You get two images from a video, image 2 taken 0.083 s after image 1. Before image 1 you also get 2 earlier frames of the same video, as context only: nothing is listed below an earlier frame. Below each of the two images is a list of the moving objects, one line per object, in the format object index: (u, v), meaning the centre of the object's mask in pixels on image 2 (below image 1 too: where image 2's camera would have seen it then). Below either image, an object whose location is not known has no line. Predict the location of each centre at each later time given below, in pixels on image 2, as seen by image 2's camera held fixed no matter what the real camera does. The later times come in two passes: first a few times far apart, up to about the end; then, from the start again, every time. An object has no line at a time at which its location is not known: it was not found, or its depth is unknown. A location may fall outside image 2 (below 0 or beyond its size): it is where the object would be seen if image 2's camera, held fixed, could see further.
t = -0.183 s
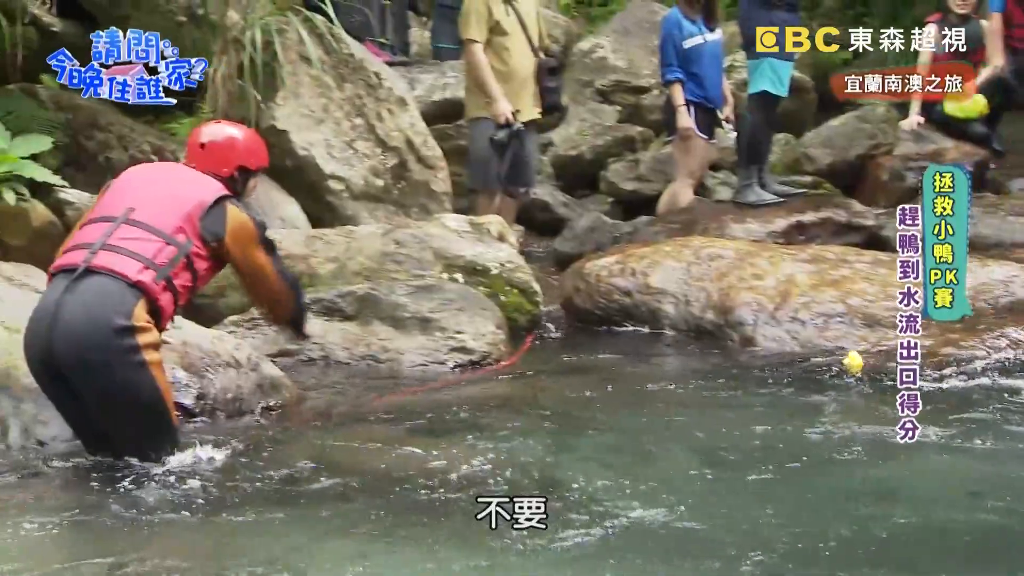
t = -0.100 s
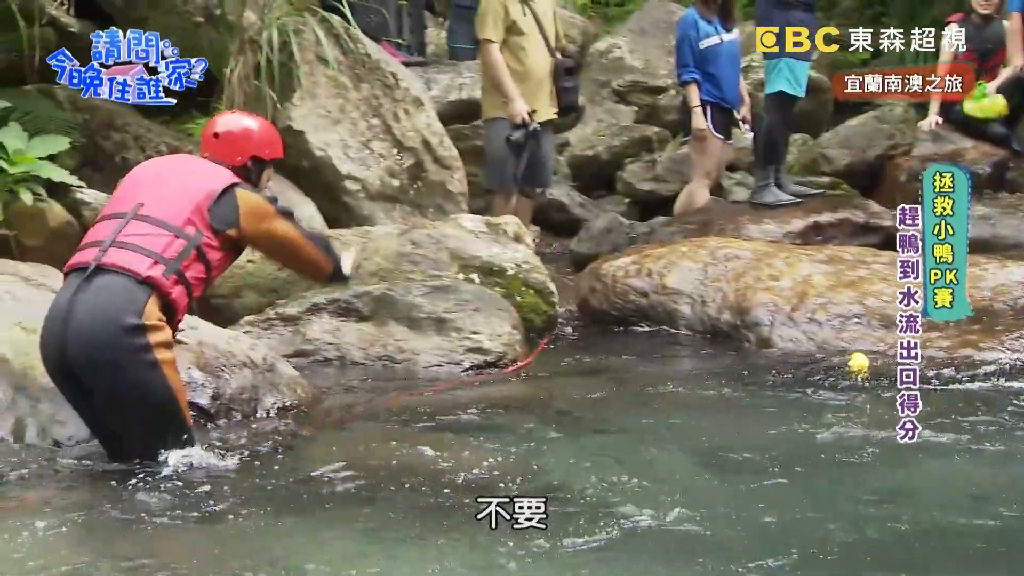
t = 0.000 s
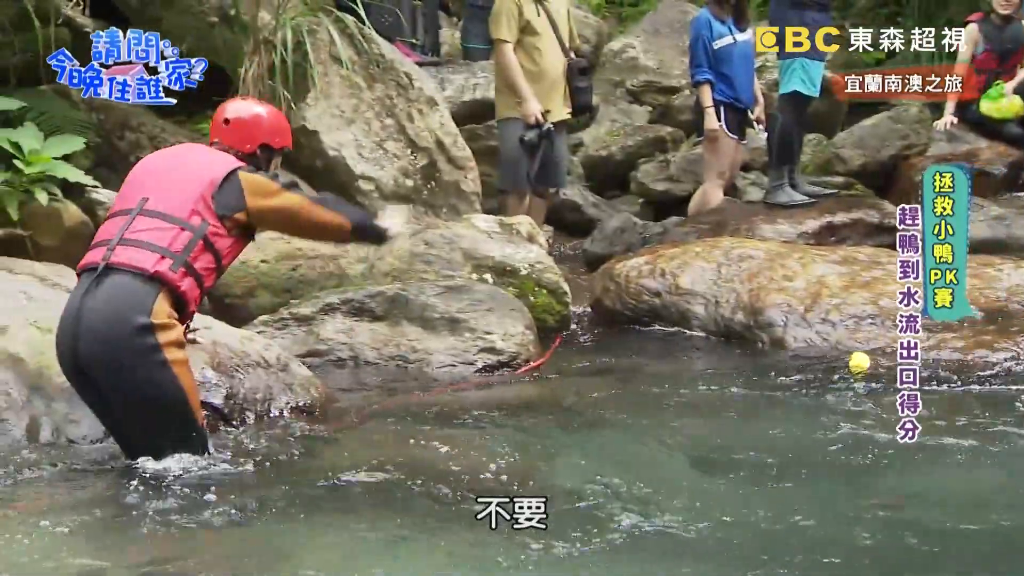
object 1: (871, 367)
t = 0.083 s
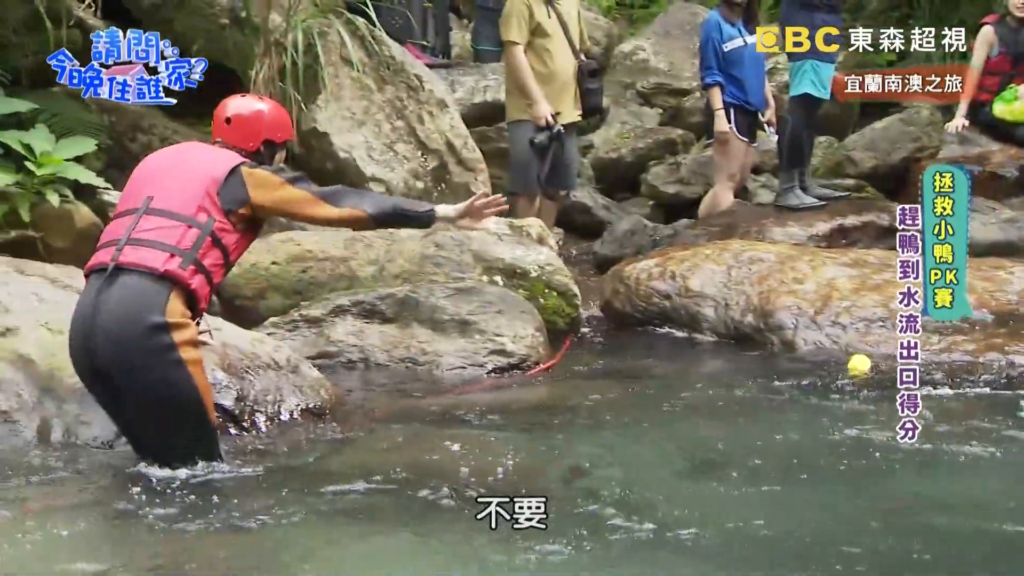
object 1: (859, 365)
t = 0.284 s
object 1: (831, 367)
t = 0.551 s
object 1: (789, 364)
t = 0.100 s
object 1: (857, 366)
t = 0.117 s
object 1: (855, 366)
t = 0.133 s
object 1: (852, 366)
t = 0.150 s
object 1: (850, 366)
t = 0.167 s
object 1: (848, 366)
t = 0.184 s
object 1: (846, 366)
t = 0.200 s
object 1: (844, 366)
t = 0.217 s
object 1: (841, 366)
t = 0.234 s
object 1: (839, 367)
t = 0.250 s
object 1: (836, 367)
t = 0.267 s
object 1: (834, 367)
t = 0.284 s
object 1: (831, 367)
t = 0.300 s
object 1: (828, 367)
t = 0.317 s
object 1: (825, 367)
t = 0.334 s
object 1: (822, 368)
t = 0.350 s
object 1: (820, 367)
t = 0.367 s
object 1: (817, 367)
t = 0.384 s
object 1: (814, 368)
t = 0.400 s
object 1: (812, 368)
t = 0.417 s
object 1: (809, 368)
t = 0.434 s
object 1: (806, 368)
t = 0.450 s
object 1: (804, 366)
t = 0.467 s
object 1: (801, 366)
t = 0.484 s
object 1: (798, 368)
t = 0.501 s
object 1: (796, 368)
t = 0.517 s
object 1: (793, 366)
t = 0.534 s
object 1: (791, 365)
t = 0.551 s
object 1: (789, 364)
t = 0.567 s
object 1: (787, 364)
